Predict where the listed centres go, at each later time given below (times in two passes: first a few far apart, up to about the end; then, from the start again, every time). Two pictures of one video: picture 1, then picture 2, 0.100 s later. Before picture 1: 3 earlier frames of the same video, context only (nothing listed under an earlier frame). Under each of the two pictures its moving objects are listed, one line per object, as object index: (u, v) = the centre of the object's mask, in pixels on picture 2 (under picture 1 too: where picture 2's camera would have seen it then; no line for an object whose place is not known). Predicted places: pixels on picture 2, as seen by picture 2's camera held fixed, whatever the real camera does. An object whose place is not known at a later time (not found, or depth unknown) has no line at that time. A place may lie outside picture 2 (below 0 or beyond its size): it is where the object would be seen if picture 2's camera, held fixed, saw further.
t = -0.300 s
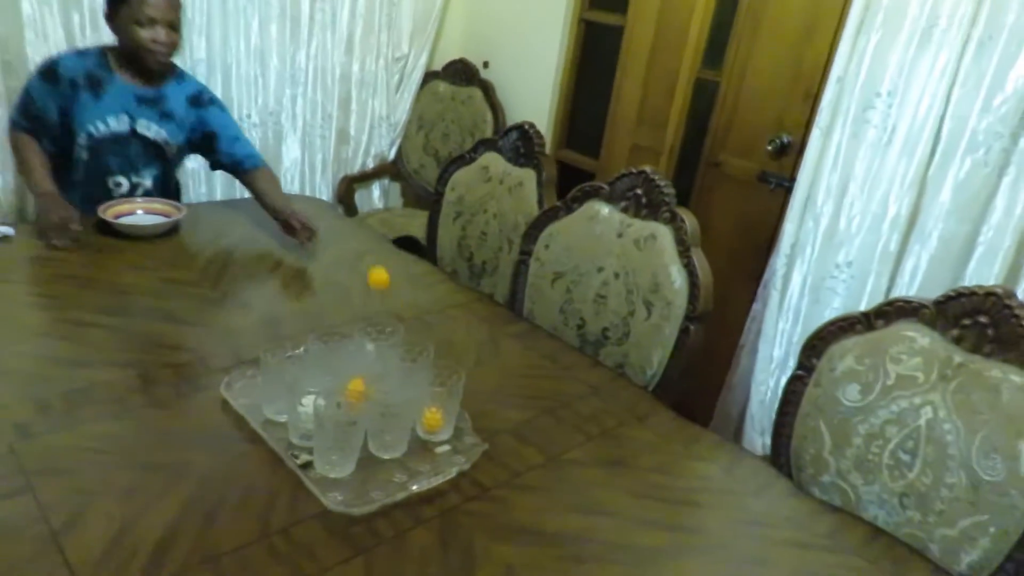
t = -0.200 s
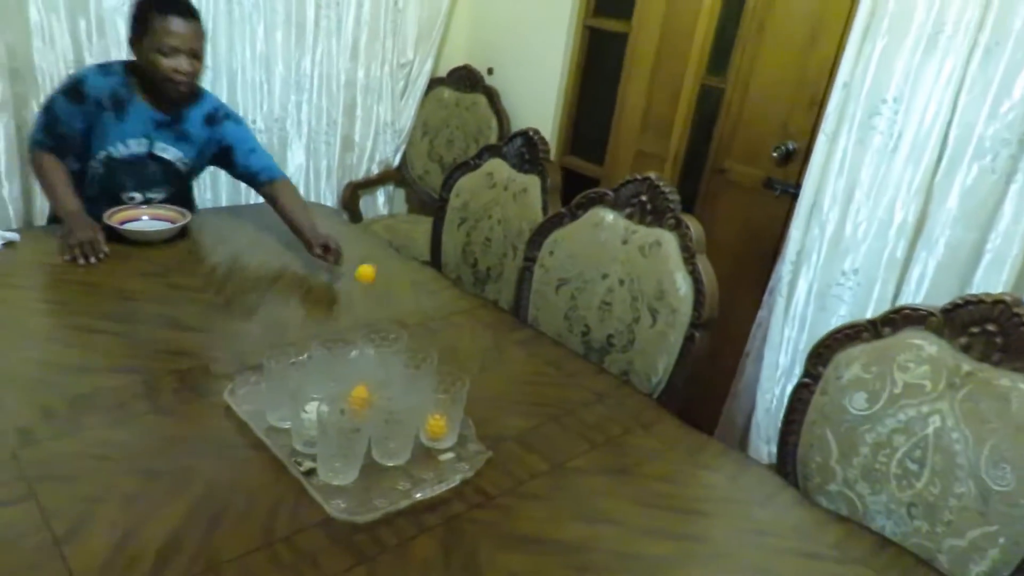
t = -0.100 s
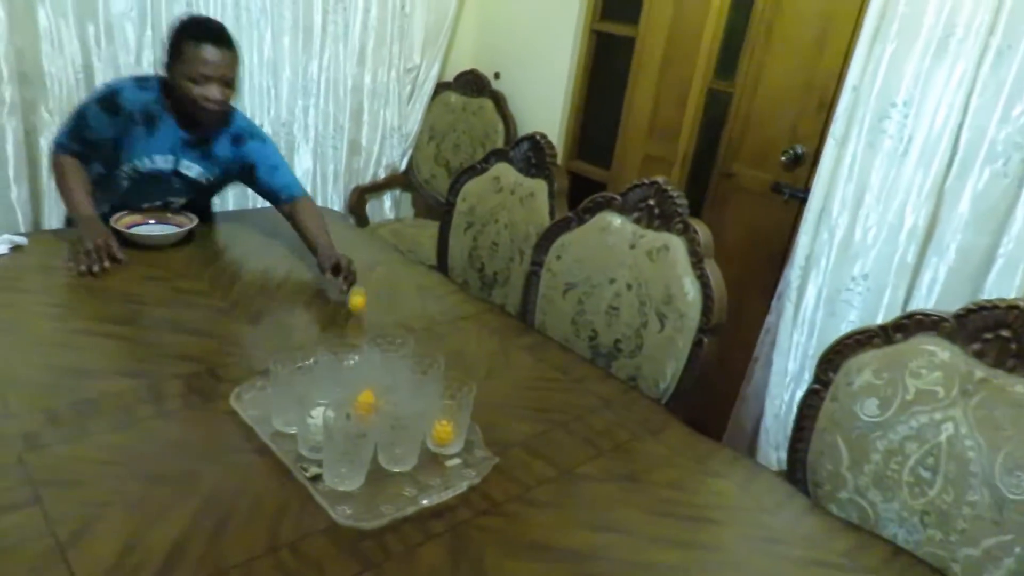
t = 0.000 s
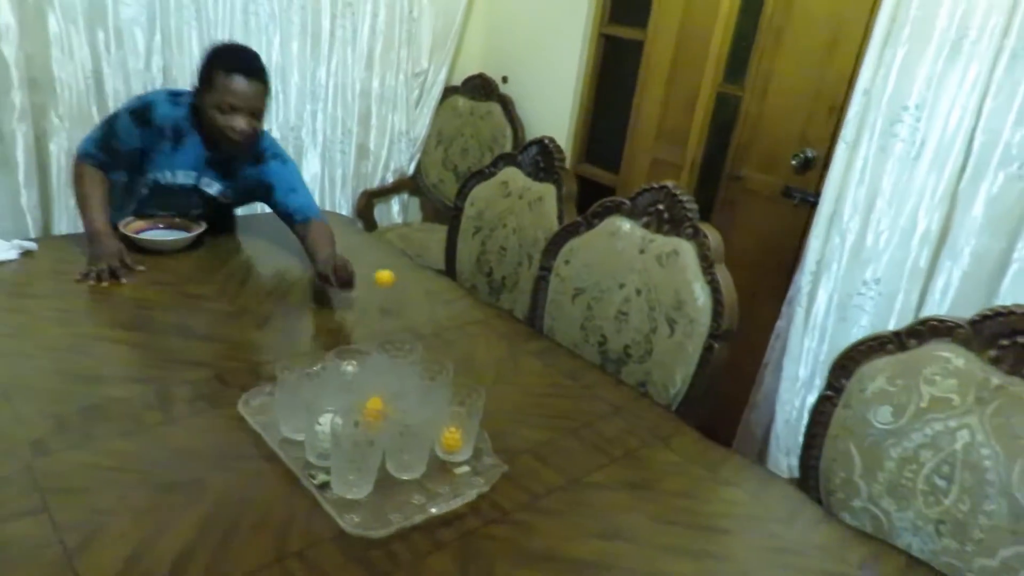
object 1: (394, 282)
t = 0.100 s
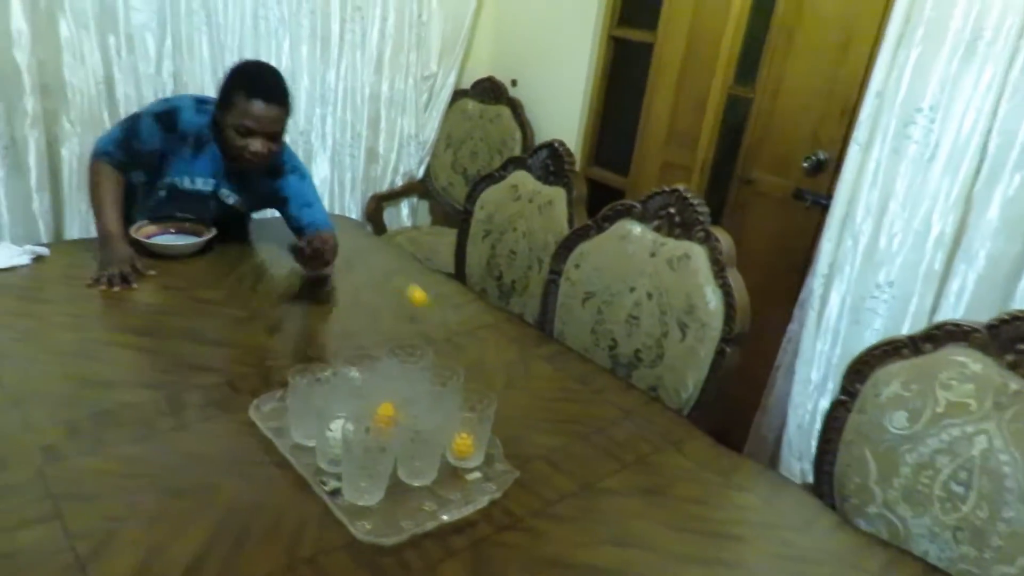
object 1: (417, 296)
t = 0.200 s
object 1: (432, 306)
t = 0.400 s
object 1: (443, 313)
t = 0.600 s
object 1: (451, 311)
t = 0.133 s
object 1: (423, 310)
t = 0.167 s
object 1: (429, 317)
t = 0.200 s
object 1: (432, 306)
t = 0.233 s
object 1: (436, 299)
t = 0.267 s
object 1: (438, 296)
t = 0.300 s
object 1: (439, 297)
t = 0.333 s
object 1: (441, 301)
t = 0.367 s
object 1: (442, 310)
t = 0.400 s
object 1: (443, 313)
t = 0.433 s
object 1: (446, 305)
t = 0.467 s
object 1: (448, 301)
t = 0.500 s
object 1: (449, 300)
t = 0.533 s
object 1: (451, 303)
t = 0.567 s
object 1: (451, 310)
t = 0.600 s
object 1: (451, 311)
